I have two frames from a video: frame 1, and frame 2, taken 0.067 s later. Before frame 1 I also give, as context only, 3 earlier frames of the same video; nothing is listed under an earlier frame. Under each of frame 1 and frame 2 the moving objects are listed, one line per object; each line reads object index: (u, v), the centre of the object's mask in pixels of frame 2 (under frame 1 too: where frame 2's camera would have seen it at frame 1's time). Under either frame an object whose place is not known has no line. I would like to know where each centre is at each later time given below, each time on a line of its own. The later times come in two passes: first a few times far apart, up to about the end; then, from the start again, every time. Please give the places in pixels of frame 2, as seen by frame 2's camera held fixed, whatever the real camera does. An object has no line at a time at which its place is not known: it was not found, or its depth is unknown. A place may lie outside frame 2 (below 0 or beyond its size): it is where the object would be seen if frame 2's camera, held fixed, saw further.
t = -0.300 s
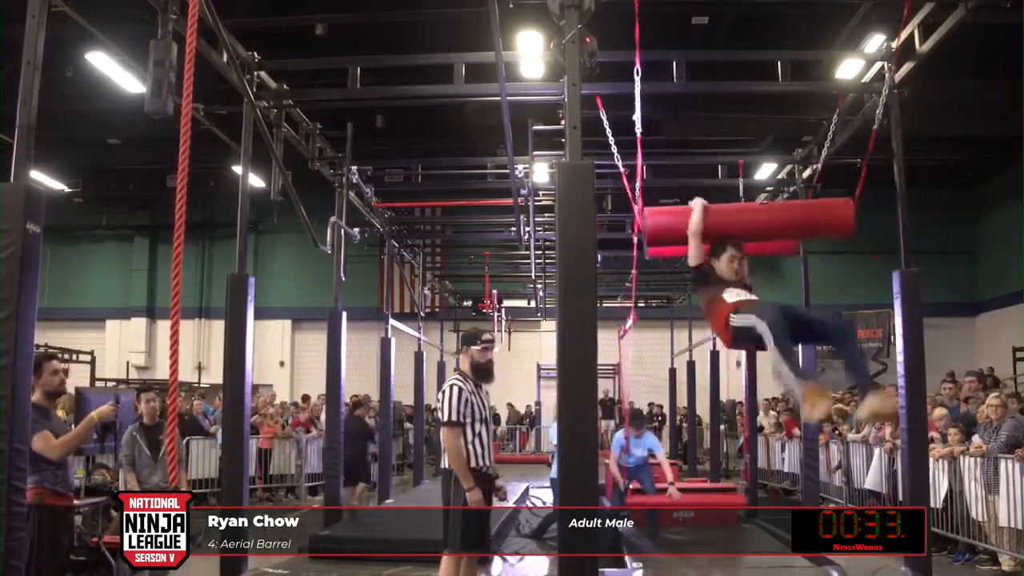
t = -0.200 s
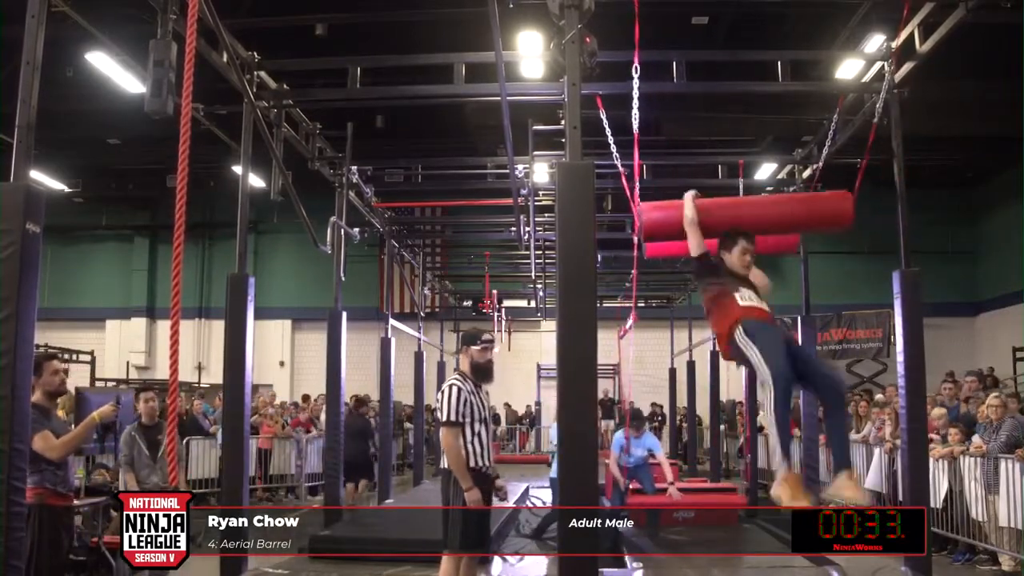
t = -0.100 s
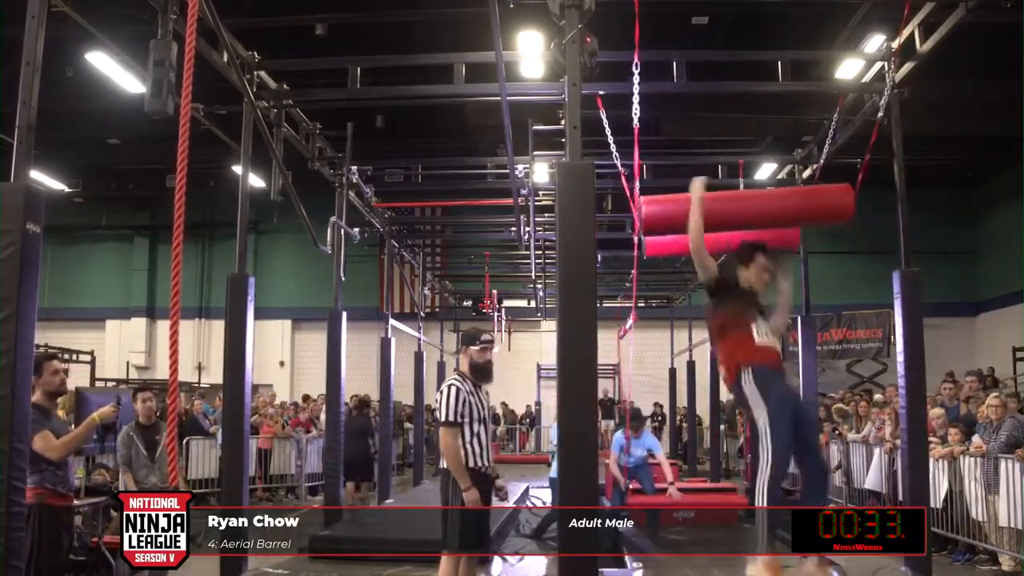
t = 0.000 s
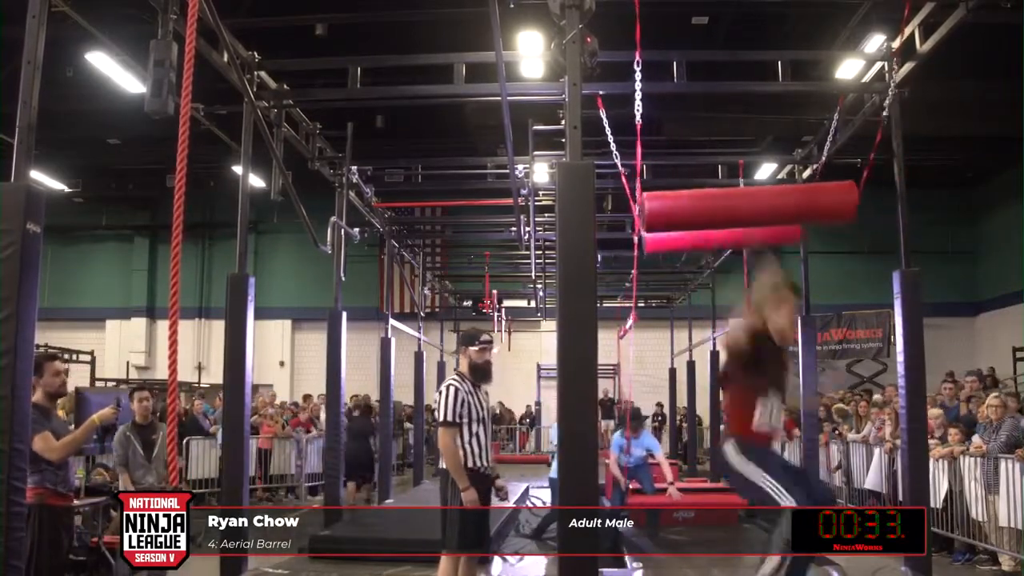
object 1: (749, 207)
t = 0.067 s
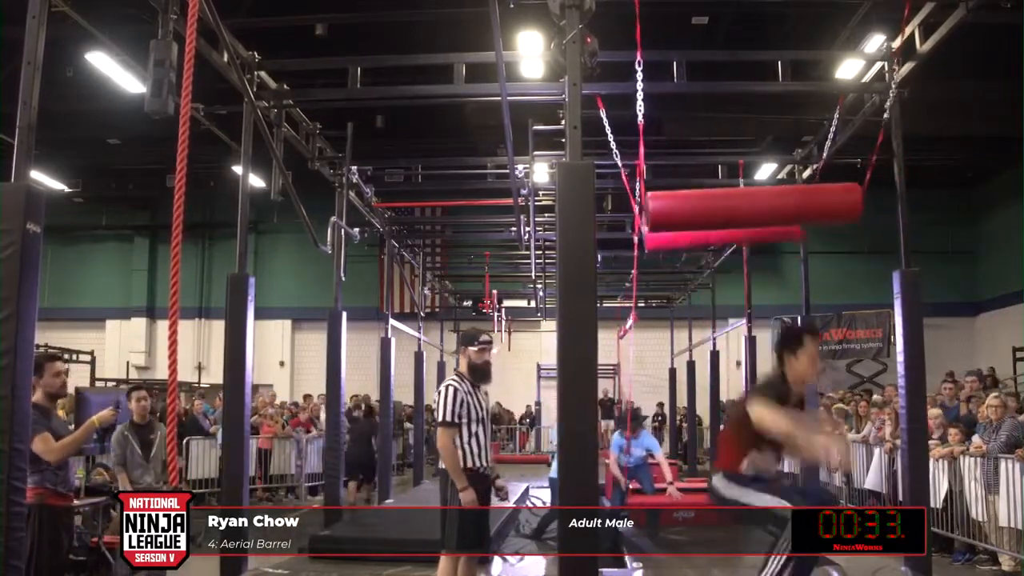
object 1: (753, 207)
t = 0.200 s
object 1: (763, 212)
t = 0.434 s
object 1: (787, 218)
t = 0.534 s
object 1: (794, 224)
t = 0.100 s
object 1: (755, 208)
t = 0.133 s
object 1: (758, 209)
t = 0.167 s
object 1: (761, 210)
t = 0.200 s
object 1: (763, 212)
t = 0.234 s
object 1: (767, 212)
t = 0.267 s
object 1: (770, 213)
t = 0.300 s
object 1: (772, 214)
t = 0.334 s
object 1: (776, 215)
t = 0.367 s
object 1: (780, 216)
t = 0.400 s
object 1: (783, 217)
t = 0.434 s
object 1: (787, 218)
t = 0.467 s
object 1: (788, 220)
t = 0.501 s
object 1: (792, 223)
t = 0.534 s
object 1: (794, 224)
